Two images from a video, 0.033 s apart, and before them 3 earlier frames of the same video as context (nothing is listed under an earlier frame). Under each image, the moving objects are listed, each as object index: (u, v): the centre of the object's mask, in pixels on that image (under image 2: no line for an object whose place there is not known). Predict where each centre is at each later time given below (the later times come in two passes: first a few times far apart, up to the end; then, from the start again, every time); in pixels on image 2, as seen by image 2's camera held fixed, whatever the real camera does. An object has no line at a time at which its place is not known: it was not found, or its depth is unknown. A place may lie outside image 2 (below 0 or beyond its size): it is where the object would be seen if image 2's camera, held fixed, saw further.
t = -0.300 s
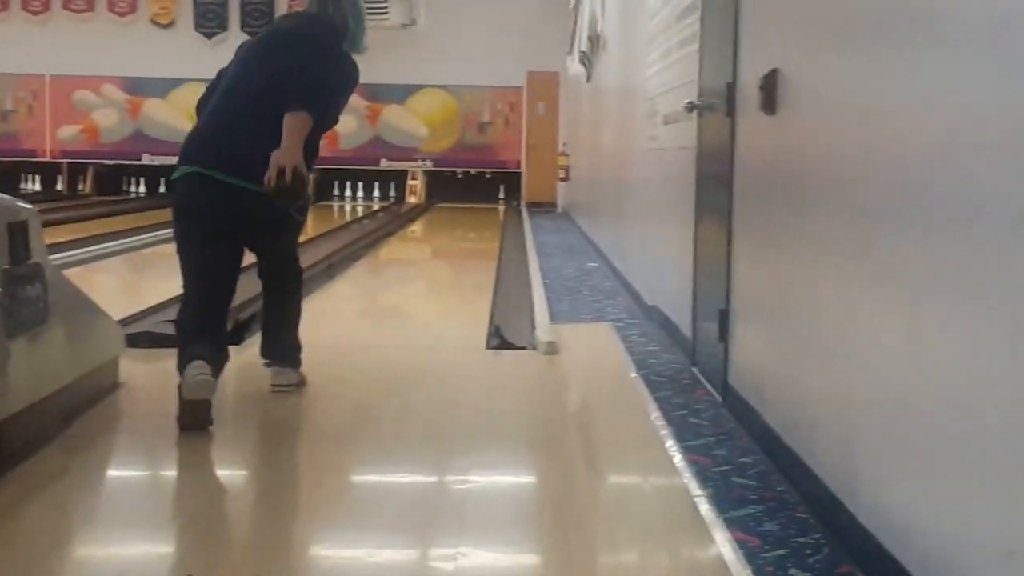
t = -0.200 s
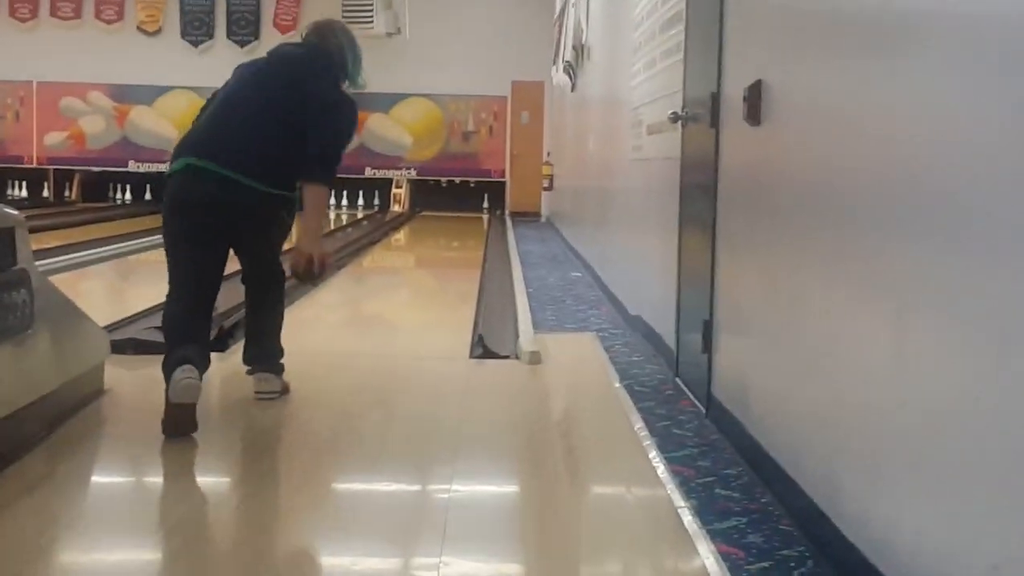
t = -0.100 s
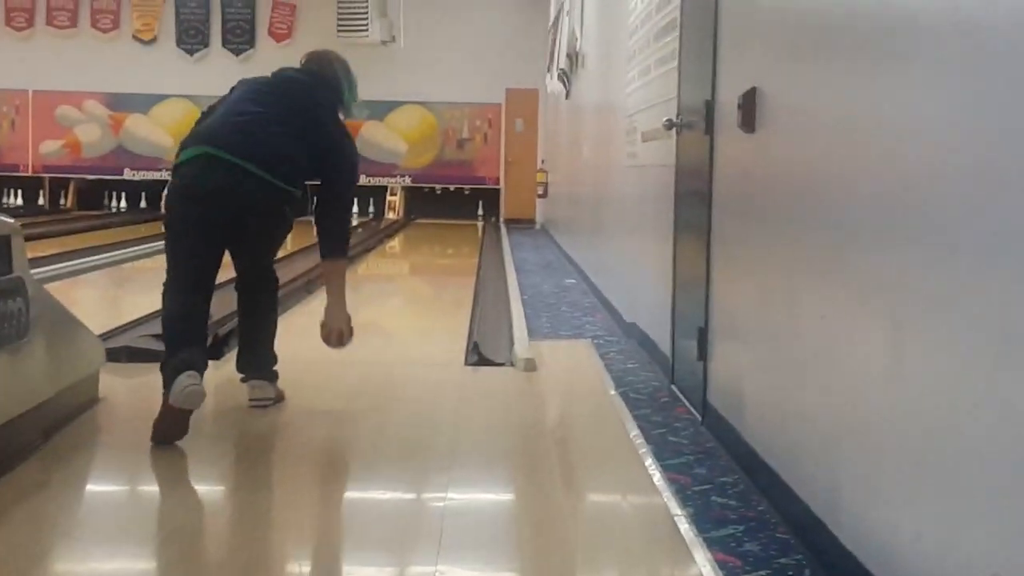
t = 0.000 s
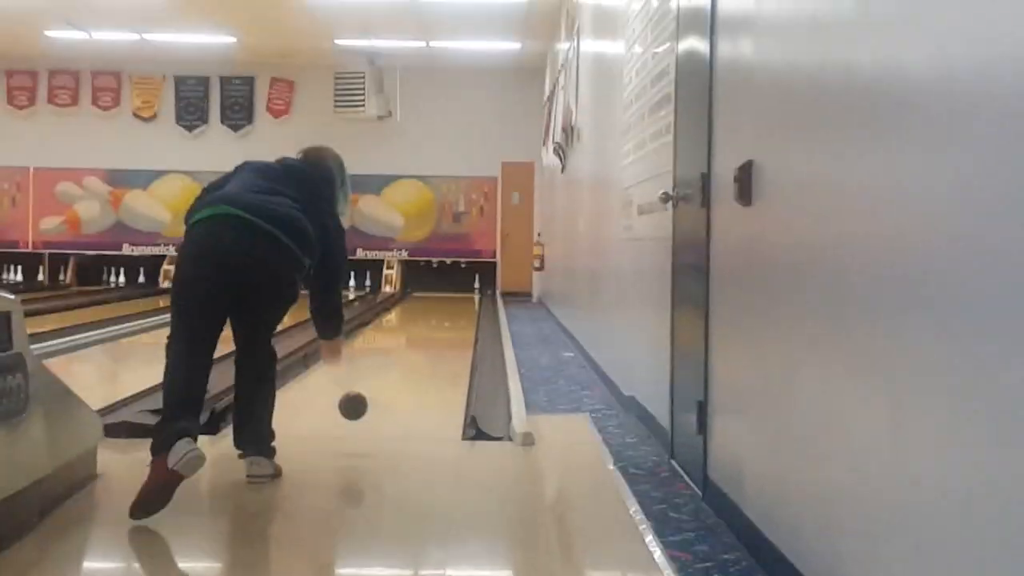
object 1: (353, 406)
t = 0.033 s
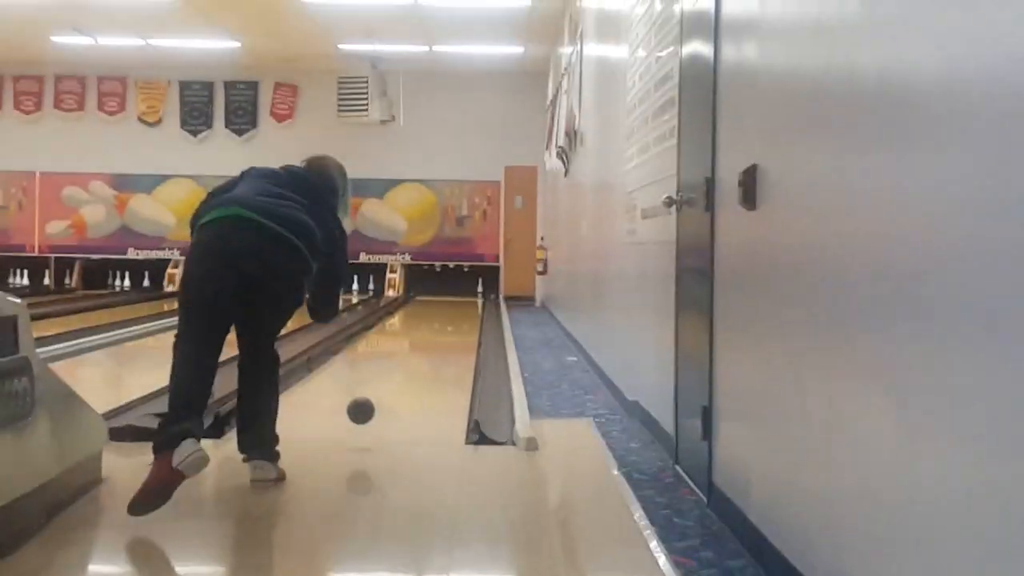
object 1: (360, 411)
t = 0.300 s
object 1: (388, 387)
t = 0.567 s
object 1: (406, 360)
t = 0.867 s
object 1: (419, 341)
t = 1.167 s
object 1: (429, 328)
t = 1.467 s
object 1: (435, 316)
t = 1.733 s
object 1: (439, 312)
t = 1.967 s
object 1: (442, 307)
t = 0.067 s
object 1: (365, 414)
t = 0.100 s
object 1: (369, 420)
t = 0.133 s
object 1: (373, 411)
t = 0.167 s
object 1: (376, 405)
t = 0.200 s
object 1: (380, 402)
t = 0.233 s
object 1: (383, 397)
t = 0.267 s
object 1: (385, 392)
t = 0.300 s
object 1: (388, 387)
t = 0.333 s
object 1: (391, 383)
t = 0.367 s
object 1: (393, 380)
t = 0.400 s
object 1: (396, 376)
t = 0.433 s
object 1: (399, 371)
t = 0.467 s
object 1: (401, 368)
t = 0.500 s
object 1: (403, 365)
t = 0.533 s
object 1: (405, 362)
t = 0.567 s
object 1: (406, 360)
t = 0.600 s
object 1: (408, 357)
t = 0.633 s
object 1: (409, 355)
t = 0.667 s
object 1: (411, 352)
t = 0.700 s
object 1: (413, 351)
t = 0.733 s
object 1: (414, 348)
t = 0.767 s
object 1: (415, 346)
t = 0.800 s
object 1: (416, 345)
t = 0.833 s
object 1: (417, 343)
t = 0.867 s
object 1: (419, 341)
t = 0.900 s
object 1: (420, 340)
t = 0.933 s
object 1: (421, 338)
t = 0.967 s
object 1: (422, 337)
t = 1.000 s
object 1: (423, 335)
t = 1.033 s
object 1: (424, 334)
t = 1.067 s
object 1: (426, 332)
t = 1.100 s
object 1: (426, 331)
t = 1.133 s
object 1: (427, 330)
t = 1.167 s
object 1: (429, 328)
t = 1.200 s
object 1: (430, 327)
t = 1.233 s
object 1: (430, 325)
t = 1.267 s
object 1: (431, 325)
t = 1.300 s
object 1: (432, 323)
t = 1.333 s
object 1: (432, 322)
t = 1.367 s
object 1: (433, 320)
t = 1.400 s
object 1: (433, 319)
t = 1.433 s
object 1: (434, 318)
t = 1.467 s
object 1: (435, 316)
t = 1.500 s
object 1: (435, 315)
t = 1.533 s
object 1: (434, 314)
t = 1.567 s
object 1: (435, 314)
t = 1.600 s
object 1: (436, 313)
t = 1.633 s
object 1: (437, 313)
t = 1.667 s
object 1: (438, 313)
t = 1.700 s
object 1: (439, 312)
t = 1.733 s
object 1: (439, 312)
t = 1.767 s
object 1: (440, 311)
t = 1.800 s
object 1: (441, 310)
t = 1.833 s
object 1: (441, 309)
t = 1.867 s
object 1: (441, 309)
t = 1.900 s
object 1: (441, 308)
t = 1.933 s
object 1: (441, 307)
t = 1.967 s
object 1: (442, 307)
